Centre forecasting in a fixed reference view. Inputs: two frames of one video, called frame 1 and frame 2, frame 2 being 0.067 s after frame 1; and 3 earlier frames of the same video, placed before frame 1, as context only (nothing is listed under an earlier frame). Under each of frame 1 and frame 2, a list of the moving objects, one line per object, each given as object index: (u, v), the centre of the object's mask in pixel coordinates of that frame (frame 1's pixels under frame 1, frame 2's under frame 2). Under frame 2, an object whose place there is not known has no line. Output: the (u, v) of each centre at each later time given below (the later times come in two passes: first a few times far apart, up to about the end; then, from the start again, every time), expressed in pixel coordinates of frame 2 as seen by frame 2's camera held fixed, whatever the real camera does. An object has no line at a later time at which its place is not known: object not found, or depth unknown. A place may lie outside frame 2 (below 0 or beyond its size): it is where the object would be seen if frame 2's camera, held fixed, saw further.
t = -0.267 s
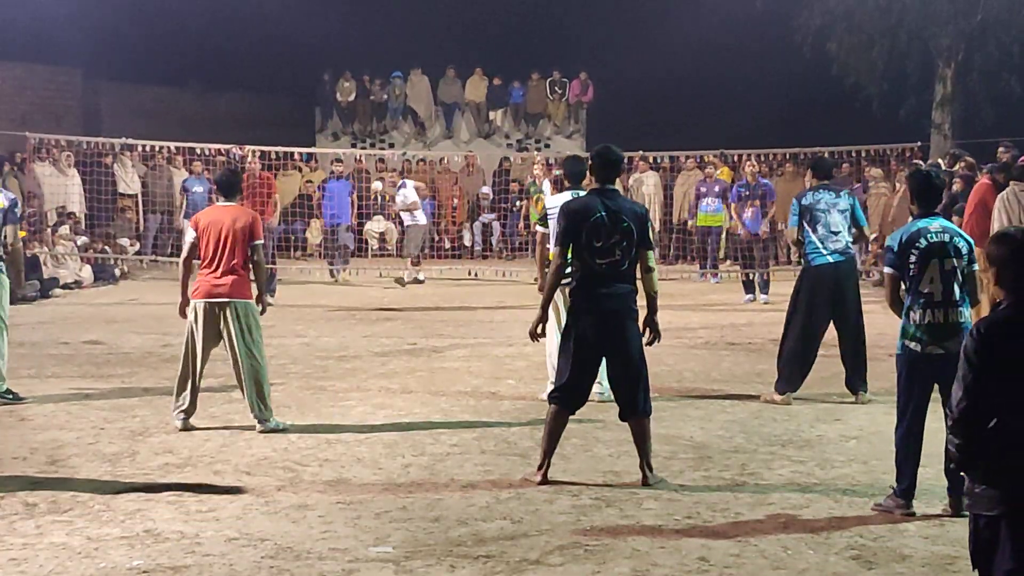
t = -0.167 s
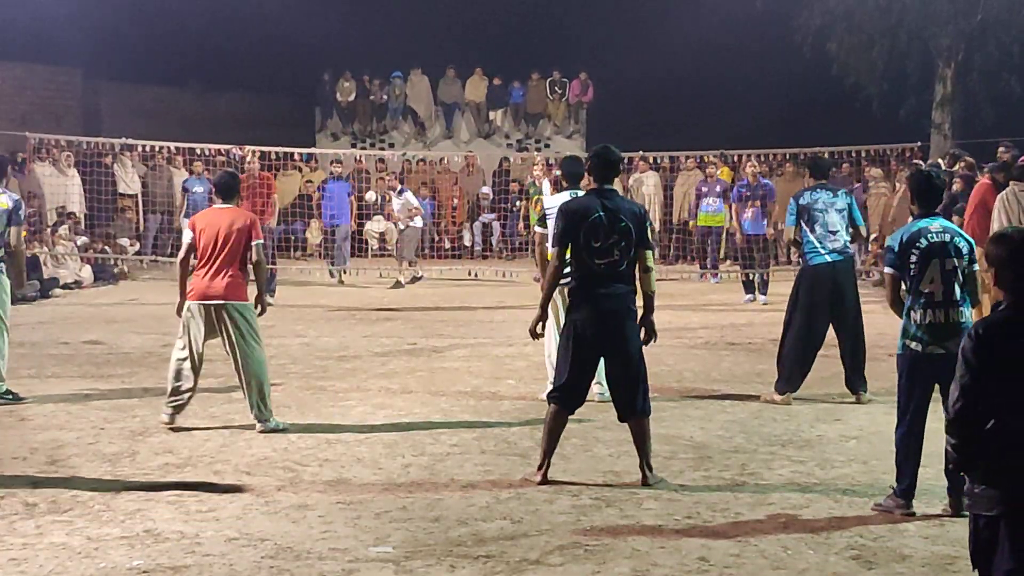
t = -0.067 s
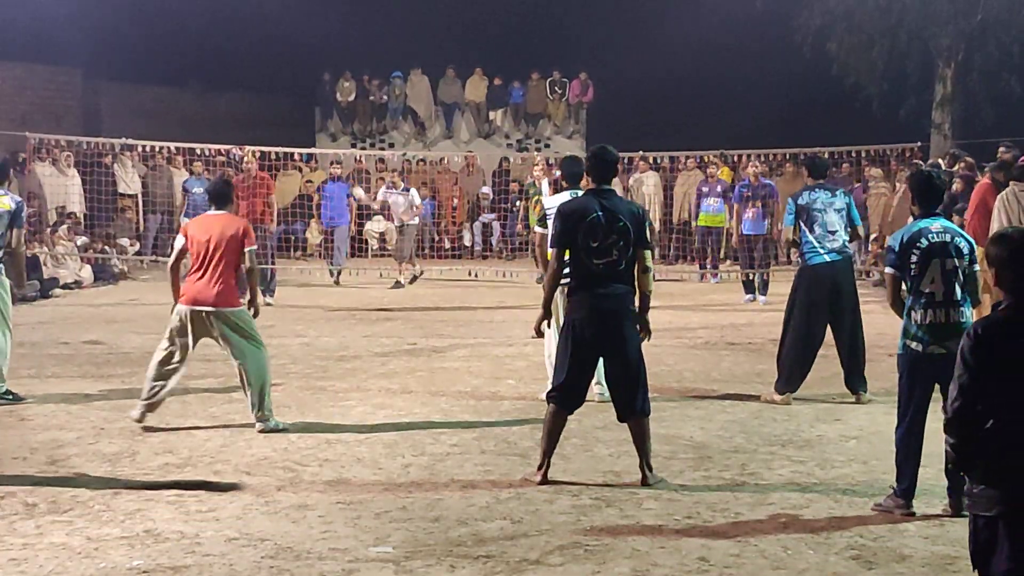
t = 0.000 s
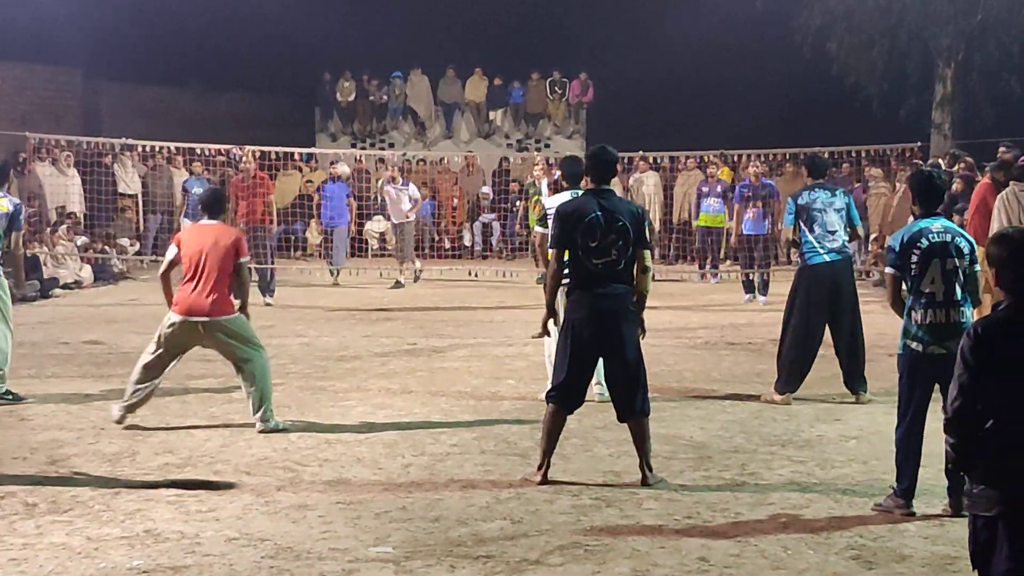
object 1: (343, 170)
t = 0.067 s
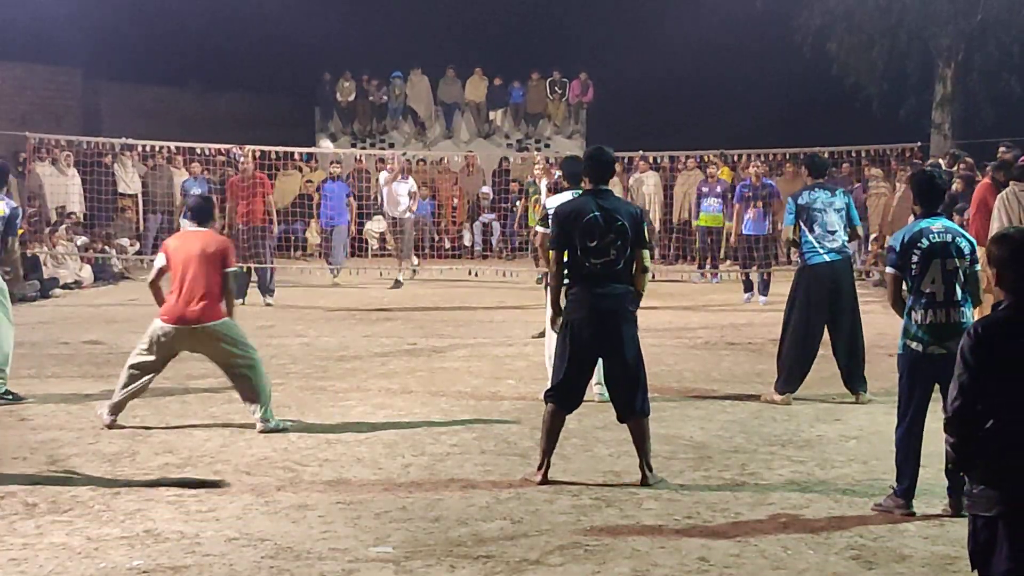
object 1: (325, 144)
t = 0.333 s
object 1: (252, 74)
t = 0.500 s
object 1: (187, 50)
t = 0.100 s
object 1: (318, 135)
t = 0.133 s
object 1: (310, 125)
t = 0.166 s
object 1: (300, 115)
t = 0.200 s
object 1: (291, 106)
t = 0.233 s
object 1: (282, 97)
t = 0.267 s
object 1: (272, 89)
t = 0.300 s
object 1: (262, 81)
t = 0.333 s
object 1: (252, 74)
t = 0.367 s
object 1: (240, 67)
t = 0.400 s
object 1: (228, 61)
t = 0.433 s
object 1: (215, 56)
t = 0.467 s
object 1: (202, 52)
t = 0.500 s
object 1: (187, 50)
